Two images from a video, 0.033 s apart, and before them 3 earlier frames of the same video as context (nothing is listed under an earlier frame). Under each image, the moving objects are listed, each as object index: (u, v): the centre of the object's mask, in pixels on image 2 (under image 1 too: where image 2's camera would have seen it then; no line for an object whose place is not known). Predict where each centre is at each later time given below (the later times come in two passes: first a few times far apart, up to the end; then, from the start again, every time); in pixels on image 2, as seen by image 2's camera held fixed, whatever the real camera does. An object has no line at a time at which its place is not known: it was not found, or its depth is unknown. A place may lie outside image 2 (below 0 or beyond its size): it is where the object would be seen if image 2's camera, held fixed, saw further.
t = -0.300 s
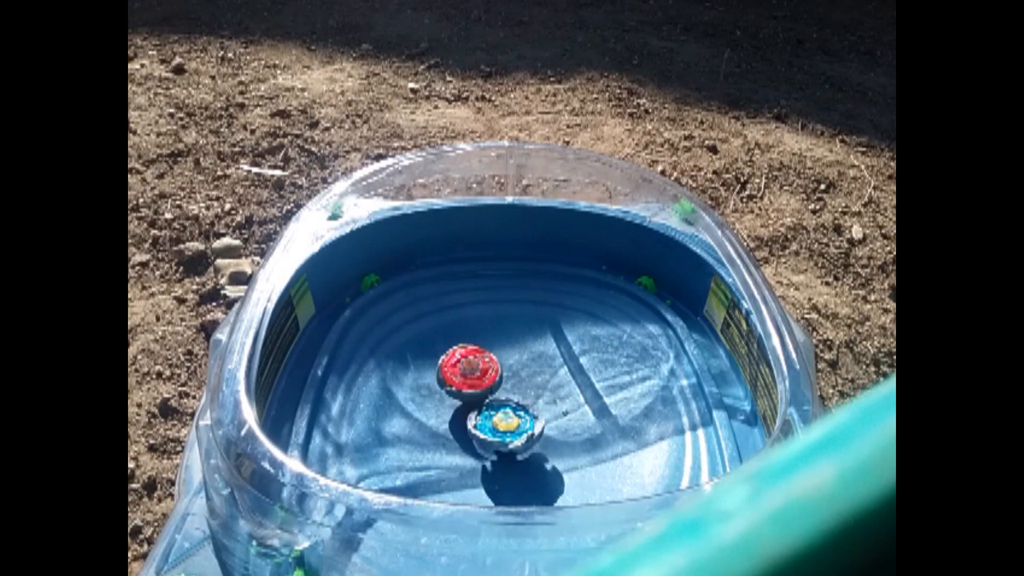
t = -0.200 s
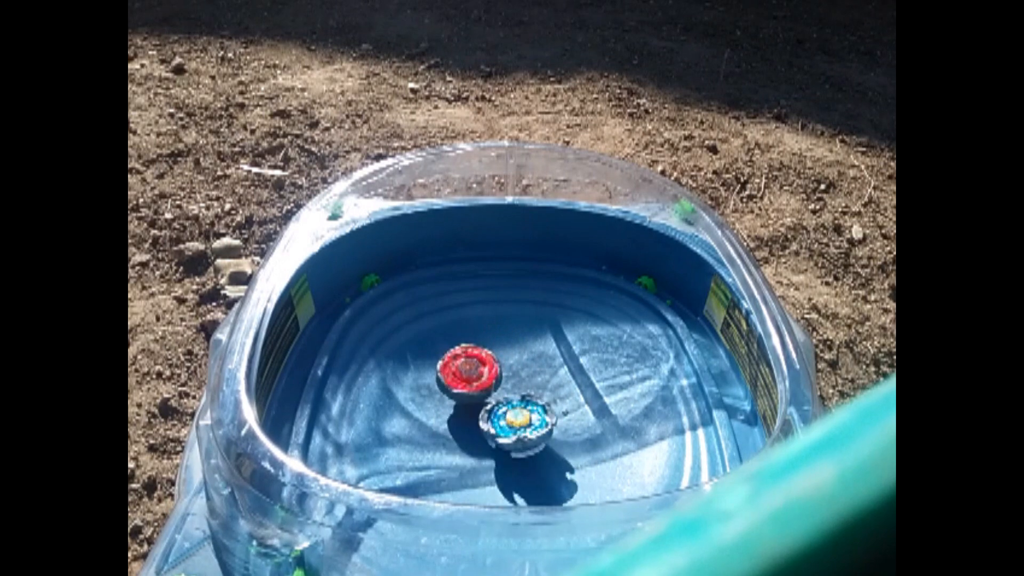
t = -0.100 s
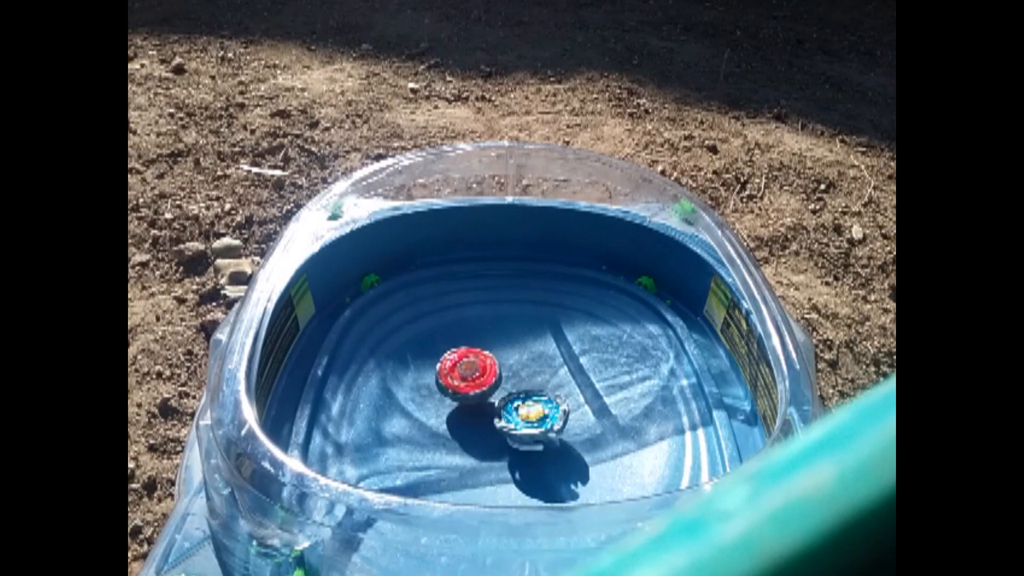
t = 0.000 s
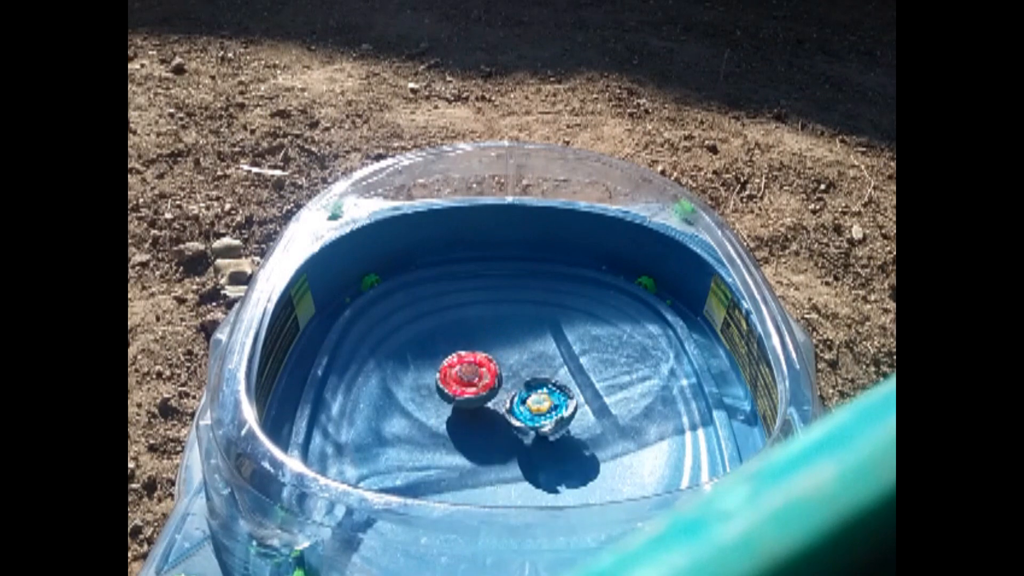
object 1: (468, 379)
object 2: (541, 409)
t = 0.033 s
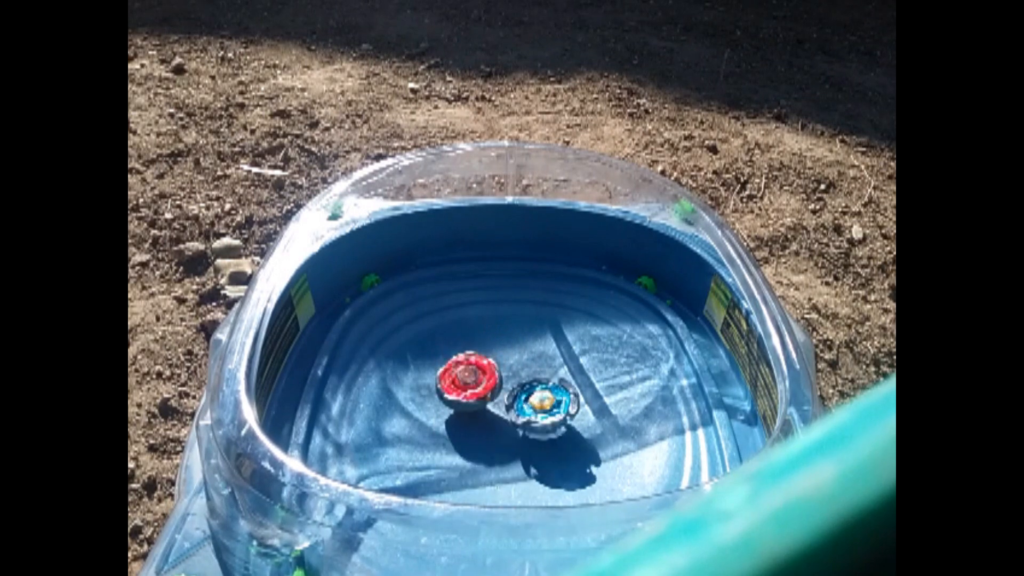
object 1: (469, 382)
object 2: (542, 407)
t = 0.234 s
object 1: (469, 395)
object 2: (545, 388)
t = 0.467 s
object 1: (465, 410)
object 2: (529, 376)
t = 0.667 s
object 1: (461, 418)
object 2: (506, 374)
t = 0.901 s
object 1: (461, 423)
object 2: (496, 373)
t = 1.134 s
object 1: (457, 432)
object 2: (509, 372)
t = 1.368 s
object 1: (462, 434)
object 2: (531, 376)
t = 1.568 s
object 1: (470, 435)
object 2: (537, 394)
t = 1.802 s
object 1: (477, 441)
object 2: (548, 403)
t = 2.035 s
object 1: (483, 442)
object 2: (544, 408)
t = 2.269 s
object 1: (483, 445)
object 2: (539, 394)
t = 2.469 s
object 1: (491, 444)
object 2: (521, 386)
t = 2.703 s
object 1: (510, 449)
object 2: (497, 376)
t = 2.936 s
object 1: (526, 450)
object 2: (479, 374)
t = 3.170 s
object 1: (531, 447)
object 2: (480, 389)
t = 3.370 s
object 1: (538, 446)
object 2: (493, 398)
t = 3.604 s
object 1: (543, 441)
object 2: (508, 388)
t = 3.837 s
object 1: (546, 438)
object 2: (521, 382)
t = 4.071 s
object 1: (546, 434)
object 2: (520, 376)
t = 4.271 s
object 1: (549, 431)
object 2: (511, 374)
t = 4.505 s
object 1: (559, 428)
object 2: (492, 379)
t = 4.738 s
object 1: (561, 424)
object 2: (475, 387)
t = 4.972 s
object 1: (559, 417)
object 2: (486, 404)
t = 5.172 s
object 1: (566, 410)
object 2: (489, 410)
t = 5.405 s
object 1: (568, 404)
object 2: (487, 413)
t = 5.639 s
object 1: (575, 399)
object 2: (490, 409)
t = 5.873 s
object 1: (570, 392)
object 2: (480, 403)
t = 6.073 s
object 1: (565, 387)
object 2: (483, 400)
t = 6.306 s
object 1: (562, 383)
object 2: (488, 398)
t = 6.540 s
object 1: (558, 378)
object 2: (492, 401)
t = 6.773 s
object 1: (552, 378)
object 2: (492, 408)
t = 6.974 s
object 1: (546, 375)
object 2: (487, 418)
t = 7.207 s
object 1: (543, 372)
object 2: (496, 420)
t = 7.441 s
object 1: (539, 367)
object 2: (507, 420)
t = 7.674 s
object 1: (539, 362)
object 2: (510, 417)
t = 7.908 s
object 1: (531, 361)
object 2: (504, 416)
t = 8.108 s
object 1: (523, 360)
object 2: (501, 410)
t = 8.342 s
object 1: (516, 357)
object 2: (494, 412)
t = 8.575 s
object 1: (509, 356)
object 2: (492, 409)
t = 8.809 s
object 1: (502, 354)
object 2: (498, 415)
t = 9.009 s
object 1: (495, 355)
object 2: (509, 412)
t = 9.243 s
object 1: (491, 352)
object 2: (524, 415)
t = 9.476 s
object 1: (485, 357)
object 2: (519, 403)
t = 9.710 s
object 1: (481, 357)
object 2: (521, 407)
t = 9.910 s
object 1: (477, 362)
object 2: (524, 411)
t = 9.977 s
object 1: (474, 364)
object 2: (527, 408)
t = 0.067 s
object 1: (469, 384)
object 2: (545, 402)
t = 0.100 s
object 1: (469, 386)
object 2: (545, 401)
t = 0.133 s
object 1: (469, 388)
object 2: (546, 395)
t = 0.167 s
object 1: (469, 390)
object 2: (546, 394)
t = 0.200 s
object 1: (469, 393)
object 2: (545, 389)
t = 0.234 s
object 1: (469, 395)
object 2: (545, 388)
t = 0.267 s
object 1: (468, 398)
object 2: (543, 383)
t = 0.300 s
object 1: (468, 400)
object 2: (542, 383)
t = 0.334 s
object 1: (467, 402)
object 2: (539, 380)
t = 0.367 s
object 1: (467, 405)
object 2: (538, 379)
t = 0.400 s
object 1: (466, 406)
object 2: (535, 377)
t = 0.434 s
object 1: (466, 408)
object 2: (532, 377)
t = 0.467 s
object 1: (465, 410)
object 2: (529, 376)
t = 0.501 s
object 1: (465, 412)
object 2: (525, 375)
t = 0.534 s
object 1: (464, 413)
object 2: (521, 375)
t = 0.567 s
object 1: (464, 415)
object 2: (517, 375)
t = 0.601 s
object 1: (463, 415)
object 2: (513, 375)
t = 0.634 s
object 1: (462, 417)
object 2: (510, 376)
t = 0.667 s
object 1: (461, 418)
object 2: (506, 374)
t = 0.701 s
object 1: (460, 419)
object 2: (504, 373)
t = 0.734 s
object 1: (460, 420)
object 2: (503, 372)
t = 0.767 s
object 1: (459, 421)
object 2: (501, 372)
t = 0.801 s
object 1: (460, 421)
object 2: (500, 372)
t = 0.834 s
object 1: (461, 421)
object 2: (498, 372)
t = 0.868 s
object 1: (461, 422)
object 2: (496, 372)
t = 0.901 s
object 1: (461, 423)
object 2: (496, 373)
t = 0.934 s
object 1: (462, 423)
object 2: (496, 372)
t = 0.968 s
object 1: (462, 424)
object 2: (496, 375)
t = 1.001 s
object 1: (460, 425)
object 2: (496, 374)
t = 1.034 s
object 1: (459, 426)
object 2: (499, 376)
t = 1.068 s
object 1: (456, 430)
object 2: (502, 371)
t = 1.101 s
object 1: (456, 431)
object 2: (506, 372)
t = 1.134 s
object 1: (457, 432)
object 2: (509, 372)
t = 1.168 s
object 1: (458, 432)
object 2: (512, 370)
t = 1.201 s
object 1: (458, 432)
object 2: (517, 370)
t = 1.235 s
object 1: (459, 432)
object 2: (519, 371)
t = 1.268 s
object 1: (460, 433)
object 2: (523, 371)
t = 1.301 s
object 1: (460, 433)
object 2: (525, 372)
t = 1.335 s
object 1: (461, 433)
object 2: (529, 375)
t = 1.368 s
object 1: (462, 434)
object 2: (531, 376)
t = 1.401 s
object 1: (462, 434)
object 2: (533, 379)
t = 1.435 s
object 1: (463, 434)
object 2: (535, 380)
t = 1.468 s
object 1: (463, 435)
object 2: (535, 385)
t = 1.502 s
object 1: (465, 435)
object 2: (537, 388)
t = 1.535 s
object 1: (467, 435)
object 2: (536, 392)
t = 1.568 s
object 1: (470, 435)
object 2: (537, 394)
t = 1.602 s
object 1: (473, 436)
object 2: (535, 397)
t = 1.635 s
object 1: (476, 436)
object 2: (536, 401)
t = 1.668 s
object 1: (474, 439)
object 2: (538, 400)
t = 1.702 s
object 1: (472, 439)
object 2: (541, 401)
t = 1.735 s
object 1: (475, 439)
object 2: (544, 402)
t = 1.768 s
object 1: (476, 440)
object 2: (546, 402)
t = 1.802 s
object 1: (477, 441)
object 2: (548, 403)
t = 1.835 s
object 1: (478, 441)
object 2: (550, 402)
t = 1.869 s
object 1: (479, 441)
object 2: (550, 404)
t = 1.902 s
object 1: (480, 442)
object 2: (551, 405)
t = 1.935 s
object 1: (481, 441)
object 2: (550, 405)
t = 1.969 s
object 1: (482, 442)
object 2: (549, 406)
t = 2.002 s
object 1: (483, 442)
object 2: (547, 406)
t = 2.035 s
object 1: (483, 442)
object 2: (544, 408)
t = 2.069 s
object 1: (482, 443)
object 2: (544, 407)
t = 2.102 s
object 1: (478, 445)
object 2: (544, 402)
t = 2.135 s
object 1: (479, 444)
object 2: (543, 402)
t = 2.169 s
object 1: (481, 444)
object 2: (543, 400)
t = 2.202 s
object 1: (481, 445)
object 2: (542, 397)
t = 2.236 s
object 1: (482, 445)
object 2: (541, 396)
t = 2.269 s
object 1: (483, 445)
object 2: (539, 394)
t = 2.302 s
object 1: (483, 445)
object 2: (537, 393)
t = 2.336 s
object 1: (484, 446)
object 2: (535, 391)
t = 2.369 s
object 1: (484, 445)
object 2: (532, 389)
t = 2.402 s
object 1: (486, 445)
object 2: (528, 390)
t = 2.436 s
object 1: (489, 445)
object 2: (526, 389)
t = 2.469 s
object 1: (491, 444)
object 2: (521, 386)
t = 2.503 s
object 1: (495, 443)
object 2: (518, 386)
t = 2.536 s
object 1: (497, 443)
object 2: (514, 385)
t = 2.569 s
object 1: (500, 443)
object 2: (510, 384)
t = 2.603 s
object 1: (502, 448)
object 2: (506, 381)
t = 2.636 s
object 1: (503, 448)
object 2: (503, 380)
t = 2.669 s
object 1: (507, 448)
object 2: (501, 378)
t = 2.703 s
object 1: (510, 449)
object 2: (497, 376)
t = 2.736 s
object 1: (514, 449)
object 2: (495, 375)
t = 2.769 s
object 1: (517, 450)
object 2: (491, 373)
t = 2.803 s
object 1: (519, 449)
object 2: (489, 373)
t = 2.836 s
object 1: (522, 450)
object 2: (486, 372)
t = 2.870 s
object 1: (524, 450)
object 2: (483, 372)
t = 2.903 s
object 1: (526, 450)
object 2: (481, 373)
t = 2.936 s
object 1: (526, 450)
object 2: (479, 374)
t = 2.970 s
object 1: (528, 450)
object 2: (477, 375)
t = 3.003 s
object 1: (528, 449)
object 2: (476, 378)
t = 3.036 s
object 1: (529, 449)
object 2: (477, 379)
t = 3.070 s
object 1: (529, 449)
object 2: (476, 380)
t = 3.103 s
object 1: (530, 448)
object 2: (477, 384)
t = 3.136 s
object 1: (530, 448)
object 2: (478, 386)
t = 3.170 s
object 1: (531, 447)
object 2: (480, 389)
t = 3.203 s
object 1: (532, 447)
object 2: (482, 392)
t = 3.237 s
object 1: (532, 446)
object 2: (485, 395)
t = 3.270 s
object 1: (534, 446)
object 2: (488, 396)
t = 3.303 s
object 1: (535, 445)
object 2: (490, 399)
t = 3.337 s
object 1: (538, 447)
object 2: (491, 399)
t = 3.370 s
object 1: (538, 446)
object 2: (493, 398)
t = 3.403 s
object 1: (539, 444)
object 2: (496, 396)
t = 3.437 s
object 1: (540, 444)
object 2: (497, 398)
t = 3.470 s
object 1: (542, 444)
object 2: (500, 396)
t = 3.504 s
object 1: (542, 444)
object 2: (501, 395)
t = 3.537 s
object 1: (542, 442)
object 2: (504, 392)
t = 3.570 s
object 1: (543, 441)
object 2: (506, 391)
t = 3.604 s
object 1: (543, 441)
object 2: (508, 388)
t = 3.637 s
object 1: (543, 441)
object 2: (511, 386)
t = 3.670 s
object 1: (543, 440)
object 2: (512, 387)
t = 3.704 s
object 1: (544, 439)
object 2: (515, 385)
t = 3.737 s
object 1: (545, 439)
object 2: (517, 384)
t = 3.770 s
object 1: (545, 439)
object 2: (518, 384)
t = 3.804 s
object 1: (545, 438)
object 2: (520, 383)
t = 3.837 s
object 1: (546, 438)
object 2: (521, 382)
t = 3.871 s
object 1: (546, 437)
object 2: (521, 384)
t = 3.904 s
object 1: (547, 437)
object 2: (522, 382)
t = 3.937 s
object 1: (546, 435)
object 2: (522, 381)
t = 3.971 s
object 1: (547, 434)
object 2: (523, 381)
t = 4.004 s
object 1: (547, 437)
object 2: (522, 379)
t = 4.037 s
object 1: (546, 436)
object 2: (520, 378)
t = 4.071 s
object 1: (546, 434)
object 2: (520, 376)
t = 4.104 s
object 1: (548, 433)
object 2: (519, 374)
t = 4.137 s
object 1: (549, 434)
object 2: (517, 373)
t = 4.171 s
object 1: (548, 433)
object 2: (516, 375)
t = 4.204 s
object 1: (548, 432)
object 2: (515, 374)
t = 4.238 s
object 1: (549, 432)
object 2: (513, 374)
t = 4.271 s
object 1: (549, 431)
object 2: (511, 374)
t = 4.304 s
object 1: (549, 430)
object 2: (509, 377)
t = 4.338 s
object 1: (549, 429)
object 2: (508, 377)
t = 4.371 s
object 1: (550, 427)
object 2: (507, 378)
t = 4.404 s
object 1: (550, 425)
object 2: (504, 379)
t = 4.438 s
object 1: (555, 428)
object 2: (499, 380)
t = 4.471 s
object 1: (558, 429)
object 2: (494, 379)
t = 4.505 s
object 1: (559, 428)
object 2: (492, 379)
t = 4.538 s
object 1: (560, 428)
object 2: (489, 377)
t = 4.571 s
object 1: (560, 427)
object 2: (484, 379)
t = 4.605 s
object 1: (560, 427)
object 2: (482, 380)
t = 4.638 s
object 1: (559, 426)
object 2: (480, 381)
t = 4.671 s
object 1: (559, 424)
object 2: (478, 384)
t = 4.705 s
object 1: (561, 424)
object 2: (476, 383)
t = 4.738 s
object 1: (561, 424)
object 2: (475, 387)
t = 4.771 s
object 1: (561, 424)
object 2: (475, 389)
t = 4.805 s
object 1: (561, 423)
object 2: (476, 391)
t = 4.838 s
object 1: (561, 423)
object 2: (477, 394)
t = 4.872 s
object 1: (560, 422)
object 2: (478, 397)
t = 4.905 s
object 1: (560, 420)
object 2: (480, 399)
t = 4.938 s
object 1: (560, 419)
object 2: (483, 402)
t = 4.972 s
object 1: (559, 417)
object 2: (486, 404)
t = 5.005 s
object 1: (562, 416)
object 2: (484, 405)
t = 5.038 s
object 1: (562, 416)
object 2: (486, 408)
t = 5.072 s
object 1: (561, 414)
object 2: (487, 408)
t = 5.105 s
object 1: (563, 412)
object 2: (488, 410)
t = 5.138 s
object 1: (564, 411)
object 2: (490, 412)
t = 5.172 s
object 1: (566, 410)
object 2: (489, 410)
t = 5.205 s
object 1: (568, 409)
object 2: (487, 411)
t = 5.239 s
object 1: (569, 409)
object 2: (487, 413)
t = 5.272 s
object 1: (569, 407)
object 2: (486, 413)
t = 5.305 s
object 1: (569, 405)
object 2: (486, 413)
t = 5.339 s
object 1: (569, 405)
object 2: (486, 414)
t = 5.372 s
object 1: (568, 405)
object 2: (486, 413)
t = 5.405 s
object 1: (568, 404)
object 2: (487, 413)
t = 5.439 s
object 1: (568, 403)
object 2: (488, 412)
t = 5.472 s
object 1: (568, 402)
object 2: (489, 411)
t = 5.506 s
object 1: (569, 402)
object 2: (491, 411)
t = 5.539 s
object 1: (568, 402)
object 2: (493, 409)
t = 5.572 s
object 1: (568, 401)
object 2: (494, 406)
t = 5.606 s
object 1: (569, 400)
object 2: (494, 407)
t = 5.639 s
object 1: (575, 399)
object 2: (490, 409)
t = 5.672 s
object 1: (575, 399)
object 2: (490, 407)
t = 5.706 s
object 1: (572, 397)
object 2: (489, 405)
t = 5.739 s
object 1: (572, 395)
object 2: (486, 405)
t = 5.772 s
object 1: (572, 395)
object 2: (486, 404)
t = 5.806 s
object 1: (571, 393)
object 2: (481, 403)
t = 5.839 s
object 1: (571, 393)
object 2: (481, 404)
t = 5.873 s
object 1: (570, 392)
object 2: (480, 403)
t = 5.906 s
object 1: (570, 391)
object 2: (482, 402)
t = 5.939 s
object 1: (569, 391)
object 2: (481, 402)
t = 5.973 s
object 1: (568, 390)
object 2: (481, 402)
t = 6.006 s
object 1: (567, 389)
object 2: (482, 401)
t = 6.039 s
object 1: (566, 388)
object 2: (481, 400)
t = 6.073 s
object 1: (565, 387)
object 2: (483, 400)
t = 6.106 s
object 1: (563, 386)
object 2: (484, 401)
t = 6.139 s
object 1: (561, 384)
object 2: (486, 400)
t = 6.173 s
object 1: (560, 383)
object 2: (489, 399)
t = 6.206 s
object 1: (559, 382)
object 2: (492, 398)
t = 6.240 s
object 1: (564, 380)
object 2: (487, 399)
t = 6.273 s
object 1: (565, 383)
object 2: (488, 399)
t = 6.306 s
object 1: (562, 383)
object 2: (488, 398)
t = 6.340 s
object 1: (561, 381)
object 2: (486, 398)
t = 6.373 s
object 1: (561, 381)
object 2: (486, 399)
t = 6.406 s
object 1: (560, 381)
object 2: (486, 399)
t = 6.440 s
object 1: (559, 380)
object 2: (487, 399)
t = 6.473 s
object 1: (558, 379)
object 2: (488, 400)
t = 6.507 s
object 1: (558, 378)
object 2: (489, 401)
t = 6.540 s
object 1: (558, 378)
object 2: (492, 401)
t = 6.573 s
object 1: (558, 378)
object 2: (493, 401)
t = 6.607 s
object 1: (557, 377)
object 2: (492, 402)
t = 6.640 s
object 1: (559, 377)
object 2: (492, 403)
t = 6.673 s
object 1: (558, 379)
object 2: (492, 403)
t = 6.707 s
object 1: (554, 379)
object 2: (491, 404)
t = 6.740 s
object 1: (553, 378)
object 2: (491, 406)
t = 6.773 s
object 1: (552, 378)
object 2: (492, 408)
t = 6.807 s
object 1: (551, 377)
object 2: (492, 409)
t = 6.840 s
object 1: (551, 376)
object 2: (490, 412)
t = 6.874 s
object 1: (553, 376)
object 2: (489, 415)
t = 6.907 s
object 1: (552, 377)
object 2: (490, 416)
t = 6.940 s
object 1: (549, 376)
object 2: (488, 416)
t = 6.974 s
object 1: (546, 375)
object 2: (487, 418)
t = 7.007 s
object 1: (547, 374)
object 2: (489, 420)
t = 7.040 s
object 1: (546, 374)
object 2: (489, 420)
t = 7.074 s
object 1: (545, 374)
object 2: (488, 420)
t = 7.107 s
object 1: (545, 374)
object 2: (491, 420)
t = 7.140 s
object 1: (544, 373)
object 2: (495, 420)
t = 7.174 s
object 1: (543, 373)
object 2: (495, 419)
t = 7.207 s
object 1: (543, 372)
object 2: (496, 420)
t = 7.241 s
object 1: (543, 372)
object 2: (500, 419)
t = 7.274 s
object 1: (542, 373)
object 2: (504, 419)
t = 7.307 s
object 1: (541, 371)
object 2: (505, 419)
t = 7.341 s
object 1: (543, 368)
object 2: (506, 420)
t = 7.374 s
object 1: (544, 369)
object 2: (508, 420)
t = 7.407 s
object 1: (542, 370)
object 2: (508, 419)
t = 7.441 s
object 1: (539, 367)
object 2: (507, 420)
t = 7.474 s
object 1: (538, 366)
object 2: (509, 420)
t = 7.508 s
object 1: (539, 366)
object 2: (511, 418)
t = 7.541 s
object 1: (538, 366)
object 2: (509, 418)
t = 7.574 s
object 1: (538, 366)
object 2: (510, 418)
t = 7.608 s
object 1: (536, 366)
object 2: (511, 416)
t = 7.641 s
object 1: (536, 363)
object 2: (509, 416)
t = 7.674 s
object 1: (539, 362)
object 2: (510, 417)
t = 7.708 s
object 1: (538, 363)
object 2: (509, 417)
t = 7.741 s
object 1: (535, 362)
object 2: (507, 417)
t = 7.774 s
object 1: (533, 360)
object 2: (507, 418)
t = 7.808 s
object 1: (534, 360)
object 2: (507, 417)
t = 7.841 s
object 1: (535, 360)
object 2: (505, 417)
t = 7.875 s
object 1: (534, 361)
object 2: (505, 416)
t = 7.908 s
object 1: (531, 361)
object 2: (504, 416)
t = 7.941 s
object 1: (530, 360)
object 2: (504, 415)
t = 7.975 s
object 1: (530, 360)
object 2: (504, 414)
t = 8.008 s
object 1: (528, 360)
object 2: (503, 413)
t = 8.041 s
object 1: (526, 360)
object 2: (501, 412)
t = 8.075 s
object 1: (524, 360)
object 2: (501, 411)
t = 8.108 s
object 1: (523, 360)
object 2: (501, 410)
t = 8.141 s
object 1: (524, 359)
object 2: (500, 410)
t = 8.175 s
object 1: (524, 359)
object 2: (499, 409)
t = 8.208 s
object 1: (521, 359)
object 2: (498, 410)
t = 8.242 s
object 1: (518, 359)
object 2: (497, 411)
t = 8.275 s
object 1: (517, 357)
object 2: (496, 411)
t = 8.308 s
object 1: (517, 357)
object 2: (494, 412)
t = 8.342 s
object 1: (516, 357)
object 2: (494, 412)
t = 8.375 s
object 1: (514, 357)
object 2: (494, 411)
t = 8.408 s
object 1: (512, 356)
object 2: (492, 411)
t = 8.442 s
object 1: (512, 356)
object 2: (492, 412)
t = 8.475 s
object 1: (513, 356)
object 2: (493, 411)
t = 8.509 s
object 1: (512, 356)
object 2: (493, 411)
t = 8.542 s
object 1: (510, 357)
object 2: (492, 410)
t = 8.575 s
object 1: (509, 356)
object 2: (492, 409)
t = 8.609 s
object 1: (508, 356)
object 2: (494, 409)
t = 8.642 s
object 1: (507, 354)
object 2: (493, 410)
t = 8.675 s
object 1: (509, 354)
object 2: (496, 412)
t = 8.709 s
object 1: (508, 356)
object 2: (497, 413)
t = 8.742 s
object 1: (505, 357)
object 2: (496, 413)
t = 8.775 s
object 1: (503, 356)
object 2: (495, 414)
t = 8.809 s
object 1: (502, 354)
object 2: (498, 415)
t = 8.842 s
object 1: (502, 355)
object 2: (501, 414)
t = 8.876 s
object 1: (501, 357)
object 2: (501, 413)
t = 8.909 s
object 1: (498, 357)
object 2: (500, 413)
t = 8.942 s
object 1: (496, 356)
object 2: (503, 412)
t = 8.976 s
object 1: (496, 356)
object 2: (506, 409)
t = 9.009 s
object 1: (495, 355)
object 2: (509, 412)
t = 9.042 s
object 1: (494, 349)
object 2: (512, 414)
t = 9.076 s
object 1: (496, 348)
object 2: (516, 416)
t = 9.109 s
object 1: (497, 350)
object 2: (517, 417)
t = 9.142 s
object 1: (495, 353)
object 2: (516, 415)
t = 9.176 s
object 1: (492, 353)
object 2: (516, 417)
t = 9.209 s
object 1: (491, 353)
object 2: (520, 417)
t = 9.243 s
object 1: (491, 352)
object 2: (524, 415)
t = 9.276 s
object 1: (491, 354)
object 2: (524, 413)
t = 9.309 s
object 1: (490, 354)
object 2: (523, 412)
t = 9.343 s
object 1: (489, 356)
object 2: (523, 412)
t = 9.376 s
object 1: (486, 357)
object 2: (524, 411)
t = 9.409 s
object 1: (485, 356)
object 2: (525, 407)
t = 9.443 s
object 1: (486, 356)
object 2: (523, 404)
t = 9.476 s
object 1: (485, 357)
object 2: (519, 403)
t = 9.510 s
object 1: (483, 358)
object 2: (516, 403)
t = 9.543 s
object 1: (483, 358)
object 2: (518, 404)
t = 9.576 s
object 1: (482, 358)
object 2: (519, 404)
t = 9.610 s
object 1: (480, 358)
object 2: (516, 402)
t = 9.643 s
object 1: (478, 357)
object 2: (516, 404)
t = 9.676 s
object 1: (478, 357)
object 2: (518, 406)
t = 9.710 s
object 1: (481, 357)
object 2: (521, 407)
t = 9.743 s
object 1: (481, 359)
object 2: (520, 408)
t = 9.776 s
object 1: (479, 361)
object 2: (518, 409)
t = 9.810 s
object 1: (478, 361)
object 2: (517, 410)
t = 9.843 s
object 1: (477, 361)
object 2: (518, 411)
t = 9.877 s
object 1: (476, 361)
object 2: (521, 411)
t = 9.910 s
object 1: (477, 362)
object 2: (524, 411)
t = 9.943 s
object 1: (476, 363)
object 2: (526, 410)
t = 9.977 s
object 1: (474, 364)
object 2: (527, 408)
